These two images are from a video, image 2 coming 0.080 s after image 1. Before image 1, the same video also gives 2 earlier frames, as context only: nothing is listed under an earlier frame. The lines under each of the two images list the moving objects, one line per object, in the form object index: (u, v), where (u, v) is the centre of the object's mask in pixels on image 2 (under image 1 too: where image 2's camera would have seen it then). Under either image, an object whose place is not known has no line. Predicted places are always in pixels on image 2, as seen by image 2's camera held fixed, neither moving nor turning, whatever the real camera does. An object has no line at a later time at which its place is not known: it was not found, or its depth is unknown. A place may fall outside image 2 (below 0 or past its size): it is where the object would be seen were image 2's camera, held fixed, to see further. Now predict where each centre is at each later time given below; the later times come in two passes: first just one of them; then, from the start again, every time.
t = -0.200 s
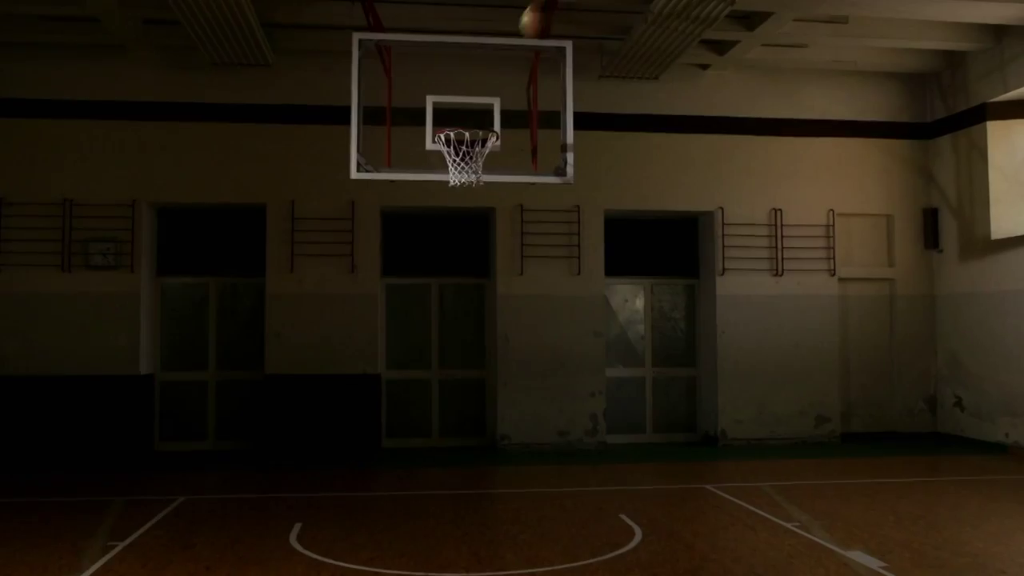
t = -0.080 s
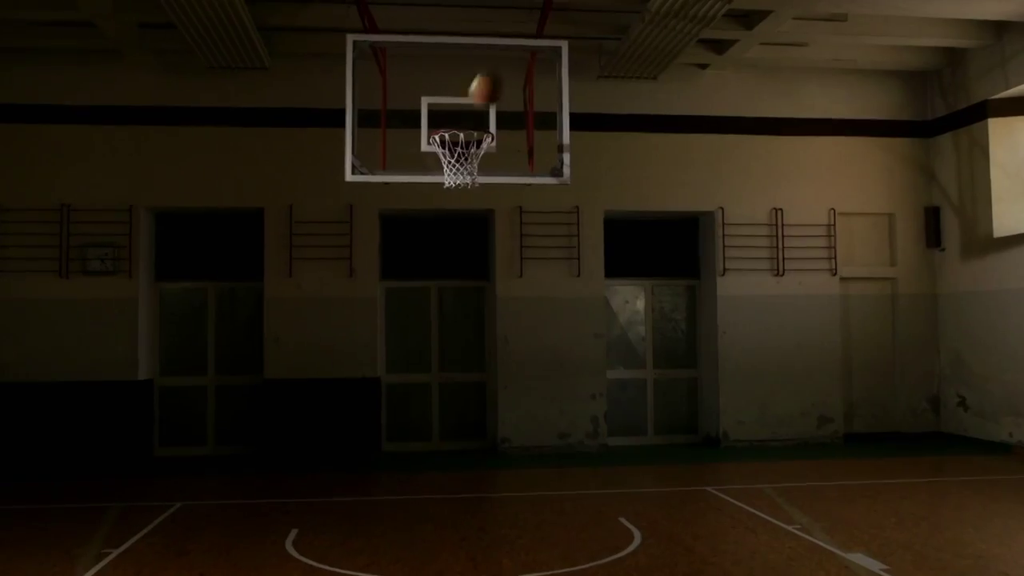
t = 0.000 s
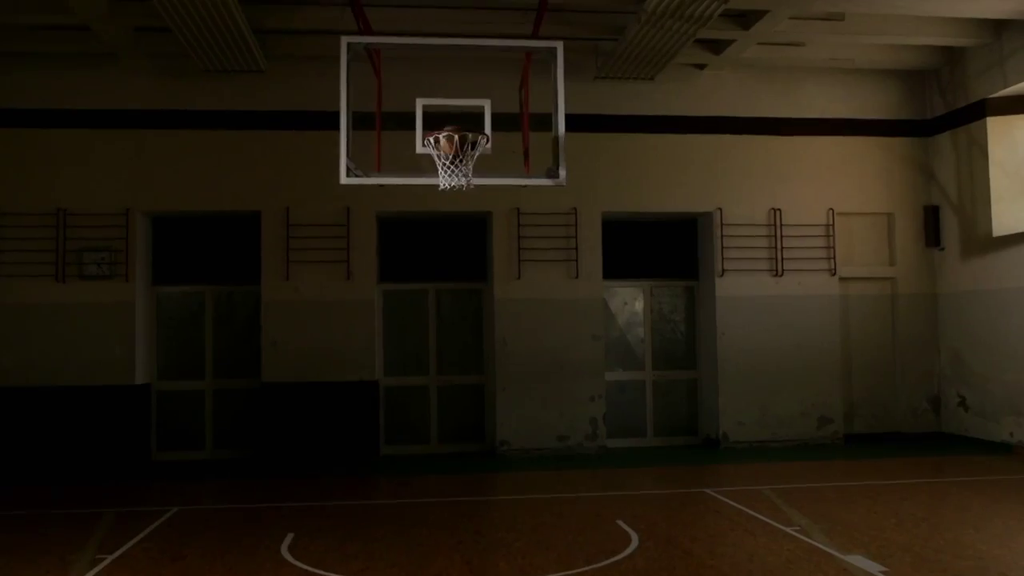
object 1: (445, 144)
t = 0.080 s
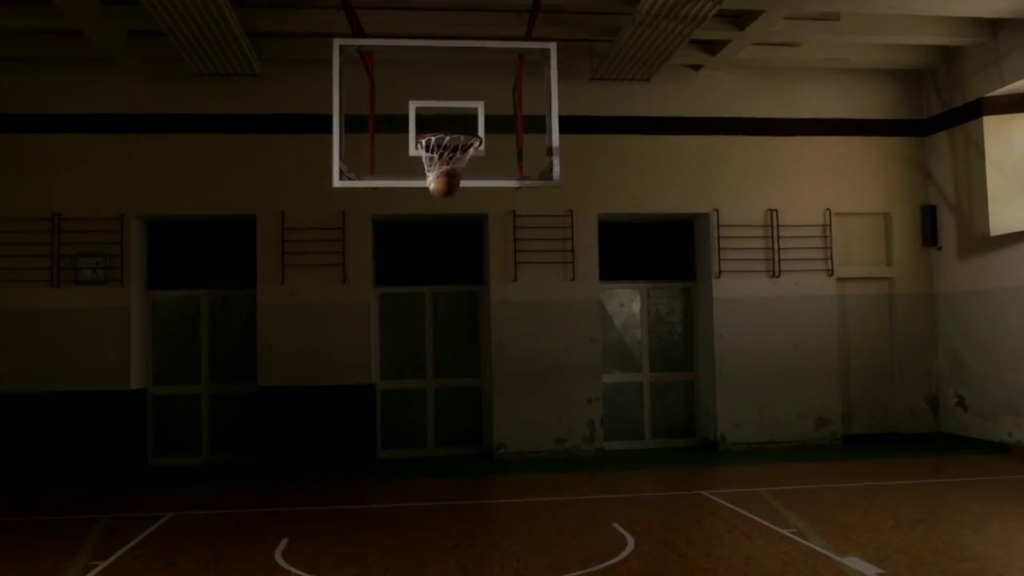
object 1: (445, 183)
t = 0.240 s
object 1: (445, 259)
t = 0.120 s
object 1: (444, 197)
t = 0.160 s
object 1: (443, 214)
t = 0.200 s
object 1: (445, 235)
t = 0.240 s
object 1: (445, 259)
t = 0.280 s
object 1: (446, 285)
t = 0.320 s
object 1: (446, 314)
